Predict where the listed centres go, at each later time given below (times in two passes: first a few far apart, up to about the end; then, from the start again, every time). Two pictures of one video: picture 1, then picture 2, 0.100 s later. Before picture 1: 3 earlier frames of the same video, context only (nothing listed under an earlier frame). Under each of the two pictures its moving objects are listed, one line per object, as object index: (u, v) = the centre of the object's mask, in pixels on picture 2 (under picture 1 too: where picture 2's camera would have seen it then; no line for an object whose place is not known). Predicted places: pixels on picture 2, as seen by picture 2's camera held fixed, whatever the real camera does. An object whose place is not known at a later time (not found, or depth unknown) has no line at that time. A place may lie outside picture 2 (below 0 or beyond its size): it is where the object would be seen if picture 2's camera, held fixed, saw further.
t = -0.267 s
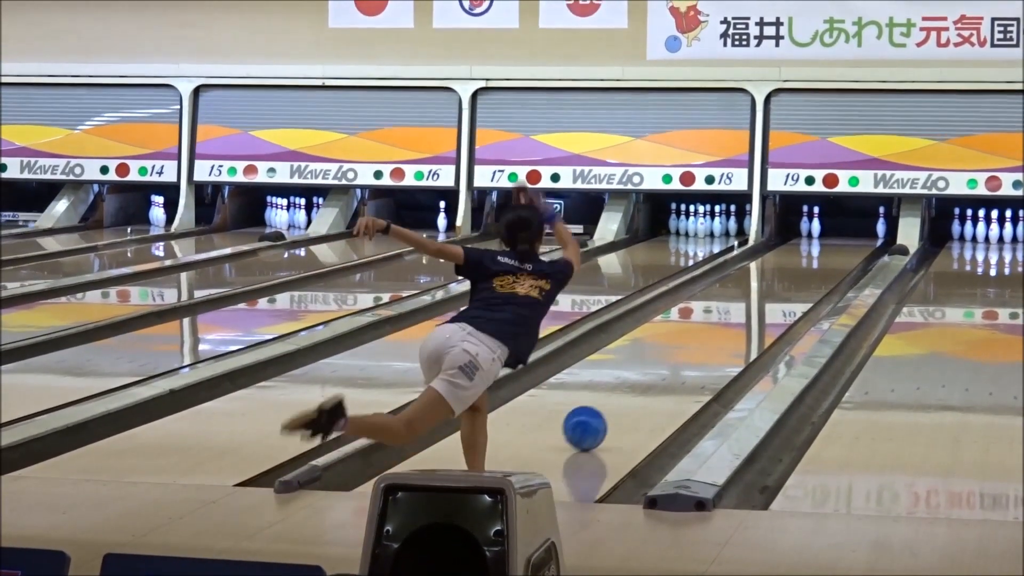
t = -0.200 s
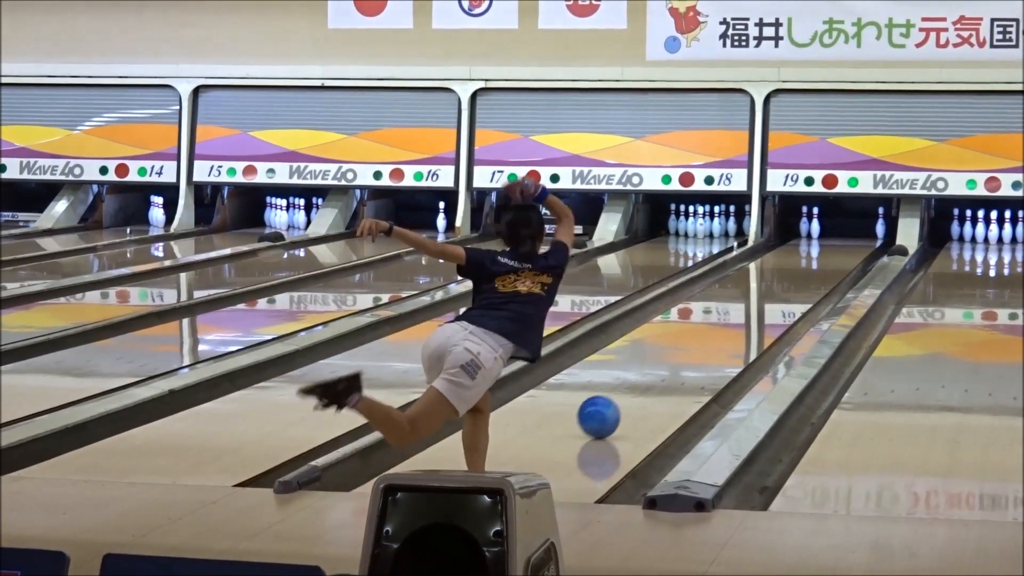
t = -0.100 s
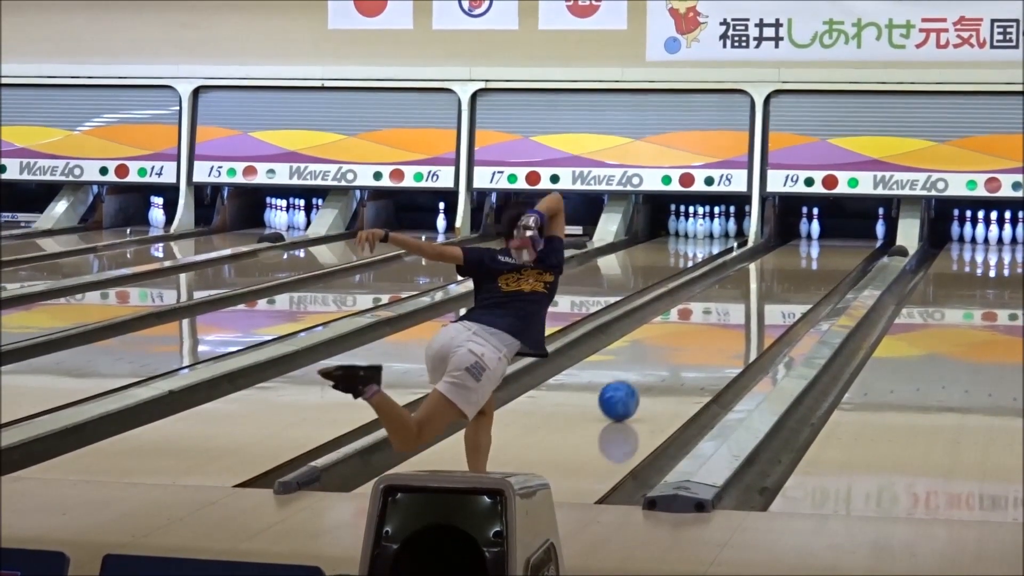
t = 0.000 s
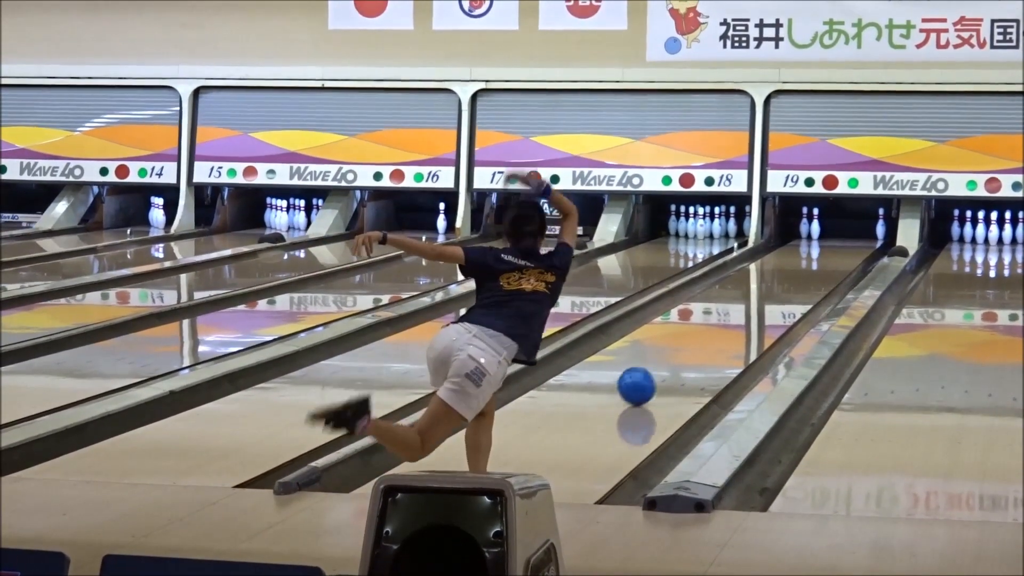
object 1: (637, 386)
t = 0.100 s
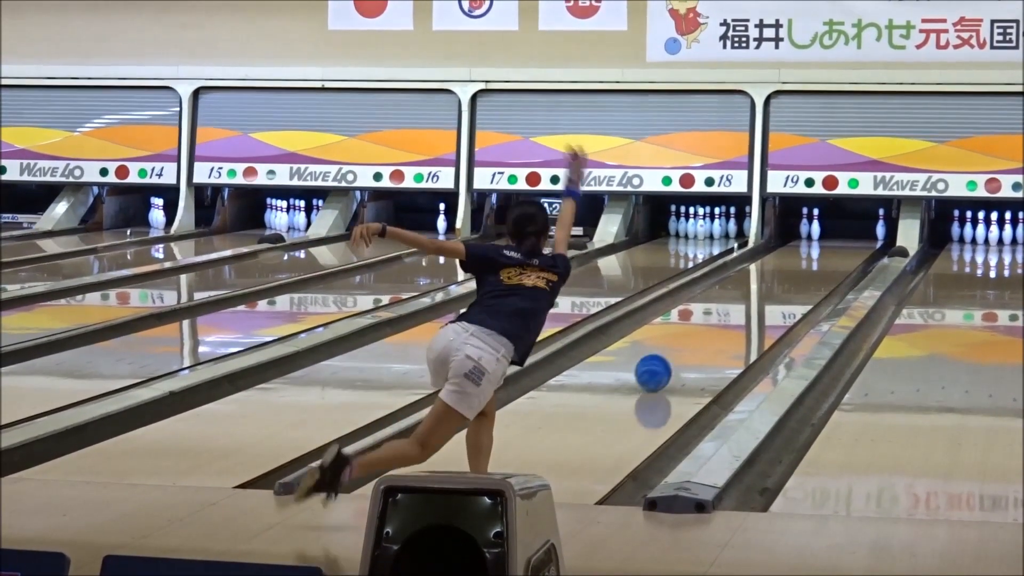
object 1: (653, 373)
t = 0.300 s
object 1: (681, 349)
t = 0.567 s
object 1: (711, 323)
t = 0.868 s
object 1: (737, 300)
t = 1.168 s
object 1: (758, 282)
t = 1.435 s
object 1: (773, 268)
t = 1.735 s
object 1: (788, 254)
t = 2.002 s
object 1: (797, 244)
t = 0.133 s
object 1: (658, 368)
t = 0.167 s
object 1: (663, 364)
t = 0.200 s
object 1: (667, 360)
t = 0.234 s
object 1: (672, 356)
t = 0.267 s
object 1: (676, 353)
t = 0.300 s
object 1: (681, 349)
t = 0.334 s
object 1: (685, 345)
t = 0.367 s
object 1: (689, 342)
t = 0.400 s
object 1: (693, 339)
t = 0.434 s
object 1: (697, 335)
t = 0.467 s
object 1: (700, 332)
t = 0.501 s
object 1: (704, 329)
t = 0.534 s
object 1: (707, 326)
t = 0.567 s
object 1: (711, 323)
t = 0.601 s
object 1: (714, 320)
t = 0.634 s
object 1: (717, 317)
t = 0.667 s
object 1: (720, 315)
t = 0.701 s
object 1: (723, 312)
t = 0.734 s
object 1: (726, 309)
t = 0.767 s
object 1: (729, 307)
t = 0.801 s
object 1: (731, 305)
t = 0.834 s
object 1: (734, 302)
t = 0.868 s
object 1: (737, 300)
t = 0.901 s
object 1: (740, 298)
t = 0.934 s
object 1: (742, 296)
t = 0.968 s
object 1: (744, 293)
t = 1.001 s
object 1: (747, 291)
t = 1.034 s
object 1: (749, 289)
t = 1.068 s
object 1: (752, 287)
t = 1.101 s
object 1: (754, 285)
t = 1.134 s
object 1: (756, 283)
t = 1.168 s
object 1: (758, 282)
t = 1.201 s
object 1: (760, 280)
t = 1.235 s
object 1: (762, 278)
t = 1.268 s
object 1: (765, 276)
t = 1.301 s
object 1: (766, 274)
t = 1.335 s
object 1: (768, 272)
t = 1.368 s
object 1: (769, 271)
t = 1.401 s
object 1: (771, 270)
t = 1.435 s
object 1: (773, 268)
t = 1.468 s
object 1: (776, 267)
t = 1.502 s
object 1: (778, 265)
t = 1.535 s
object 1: (779, 263)
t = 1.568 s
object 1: (781, 262)
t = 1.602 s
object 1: (782, 260)
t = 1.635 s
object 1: (784, 259)
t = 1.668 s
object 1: (785, 257)
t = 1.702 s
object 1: (786, 256)
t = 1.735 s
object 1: (788, 254)
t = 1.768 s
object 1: (789, 253)
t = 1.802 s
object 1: (790, 251)
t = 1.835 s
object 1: (791, 250)
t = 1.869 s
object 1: (792, 249)
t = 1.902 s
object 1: (793, 248)
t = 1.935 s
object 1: (795, 247)
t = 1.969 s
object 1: (796, 245)
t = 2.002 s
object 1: (797, 244)
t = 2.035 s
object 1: (797, 243)
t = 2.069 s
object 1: (798, 243)
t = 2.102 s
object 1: (799, 241)
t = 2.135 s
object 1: (800, 240)
